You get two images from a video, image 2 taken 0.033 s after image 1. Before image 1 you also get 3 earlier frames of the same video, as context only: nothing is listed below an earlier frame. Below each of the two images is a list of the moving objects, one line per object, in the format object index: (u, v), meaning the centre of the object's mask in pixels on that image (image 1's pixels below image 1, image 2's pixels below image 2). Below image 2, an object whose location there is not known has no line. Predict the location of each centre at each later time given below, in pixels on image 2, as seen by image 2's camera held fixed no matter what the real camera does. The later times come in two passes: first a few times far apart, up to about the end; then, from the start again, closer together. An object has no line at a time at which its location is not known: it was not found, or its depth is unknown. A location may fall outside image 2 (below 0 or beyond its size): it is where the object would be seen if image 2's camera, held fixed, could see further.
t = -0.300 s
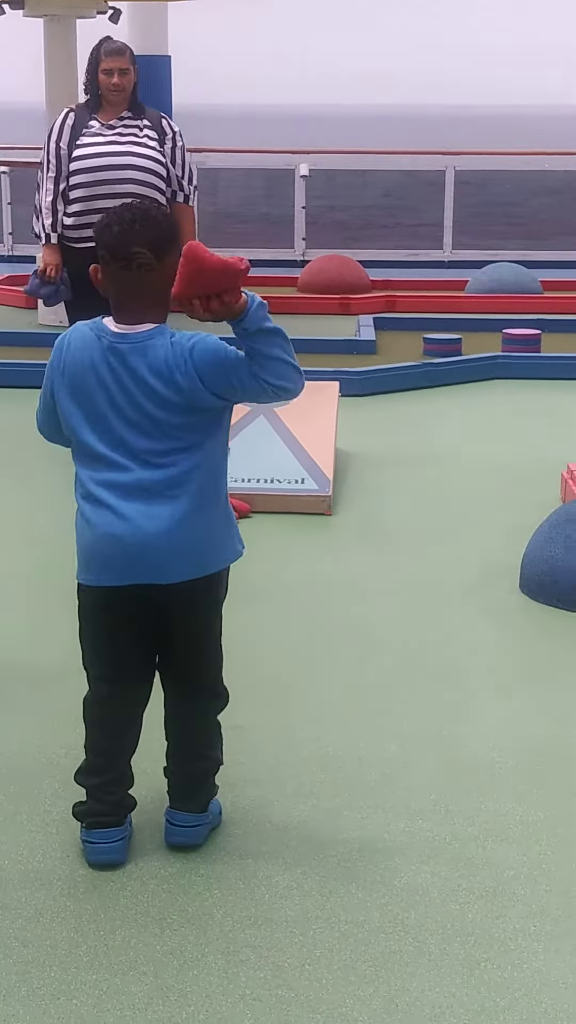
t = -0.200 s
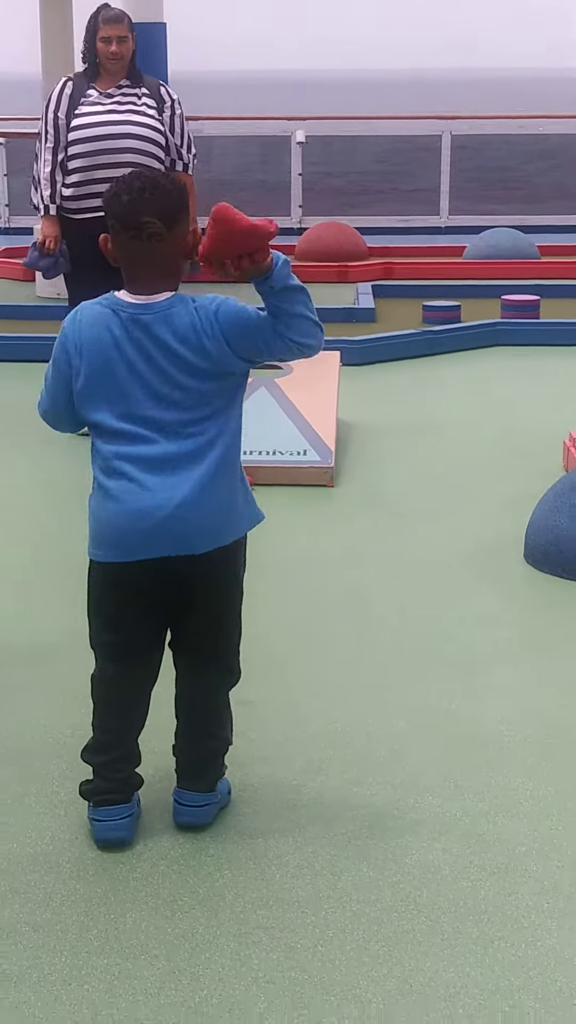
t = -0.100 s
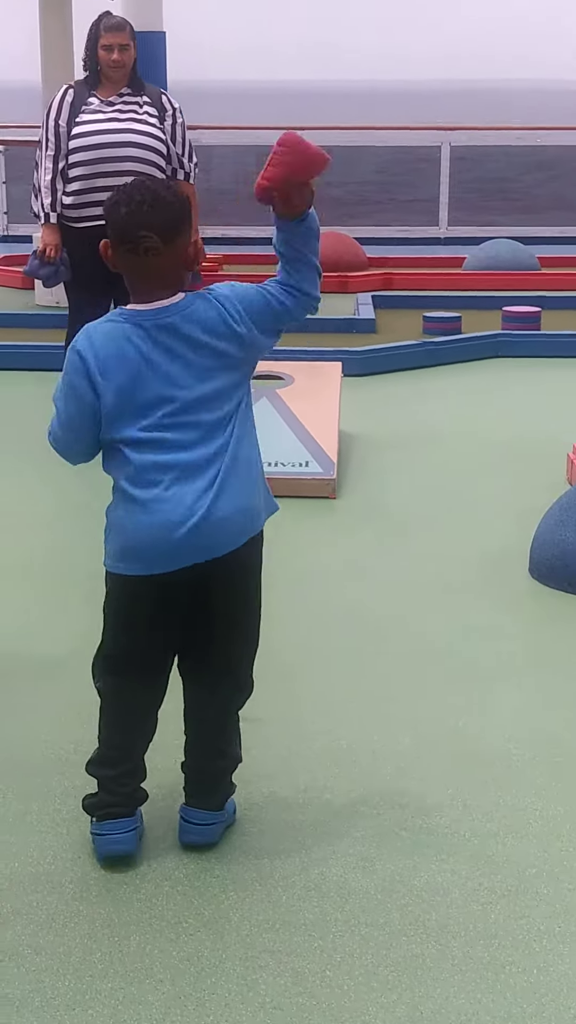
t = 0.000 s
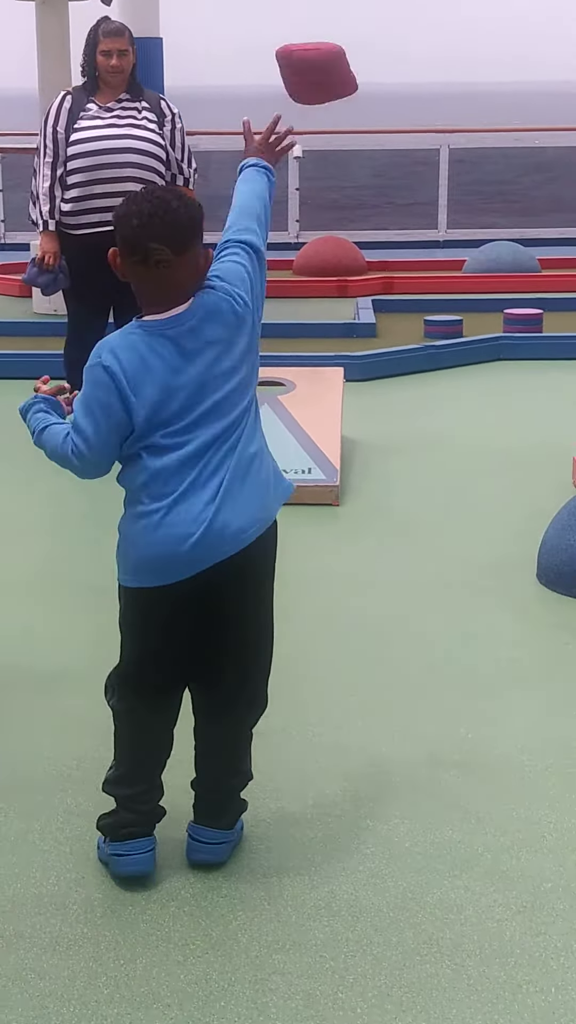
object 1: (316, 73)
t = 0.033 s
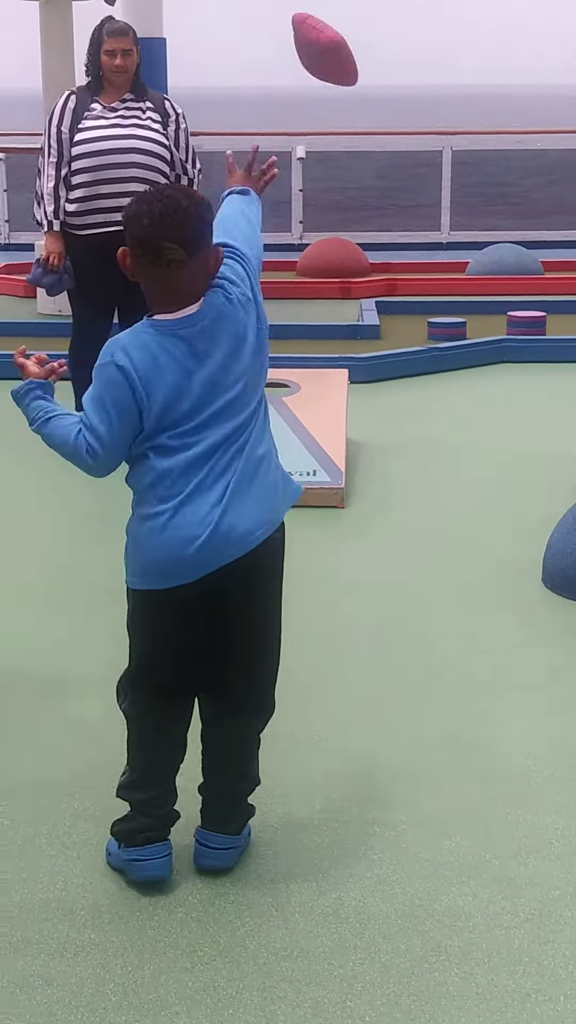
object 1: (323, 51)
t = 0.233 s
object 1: (339, 49)
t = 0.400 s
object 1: (347, 160)
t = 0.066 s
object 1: (329, 39)
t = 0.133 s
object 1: (334, 28)
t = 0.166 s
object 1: (340, 29)
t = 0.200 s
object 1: (341, 37)
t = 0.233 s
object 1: (339, 49)
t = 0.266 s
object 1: (341, 65)
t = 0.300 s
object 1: (344, 85)
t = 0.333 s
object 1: (347, 109)
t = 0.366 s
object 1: (347, 133)
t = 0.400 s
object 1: (347, 160)
